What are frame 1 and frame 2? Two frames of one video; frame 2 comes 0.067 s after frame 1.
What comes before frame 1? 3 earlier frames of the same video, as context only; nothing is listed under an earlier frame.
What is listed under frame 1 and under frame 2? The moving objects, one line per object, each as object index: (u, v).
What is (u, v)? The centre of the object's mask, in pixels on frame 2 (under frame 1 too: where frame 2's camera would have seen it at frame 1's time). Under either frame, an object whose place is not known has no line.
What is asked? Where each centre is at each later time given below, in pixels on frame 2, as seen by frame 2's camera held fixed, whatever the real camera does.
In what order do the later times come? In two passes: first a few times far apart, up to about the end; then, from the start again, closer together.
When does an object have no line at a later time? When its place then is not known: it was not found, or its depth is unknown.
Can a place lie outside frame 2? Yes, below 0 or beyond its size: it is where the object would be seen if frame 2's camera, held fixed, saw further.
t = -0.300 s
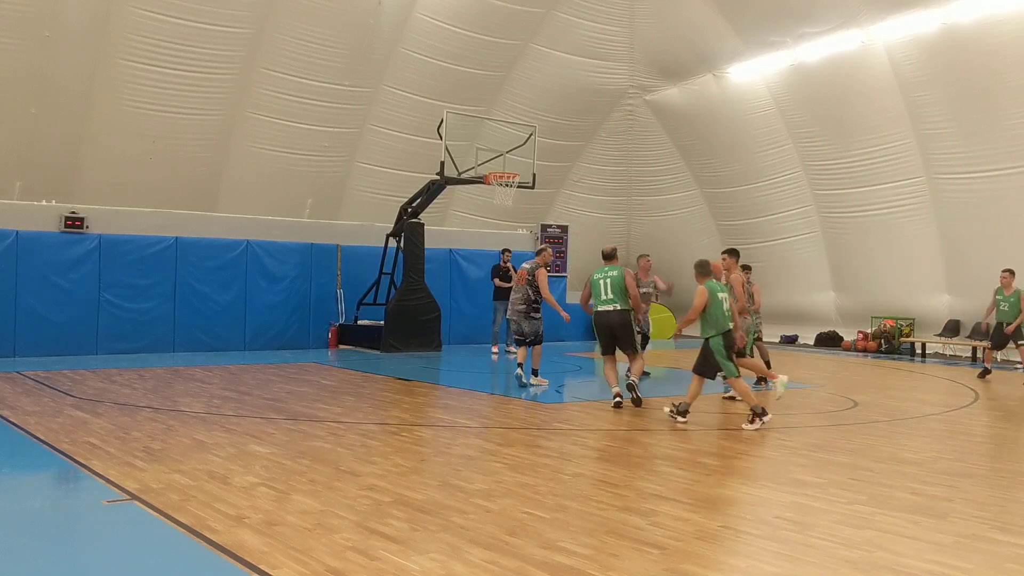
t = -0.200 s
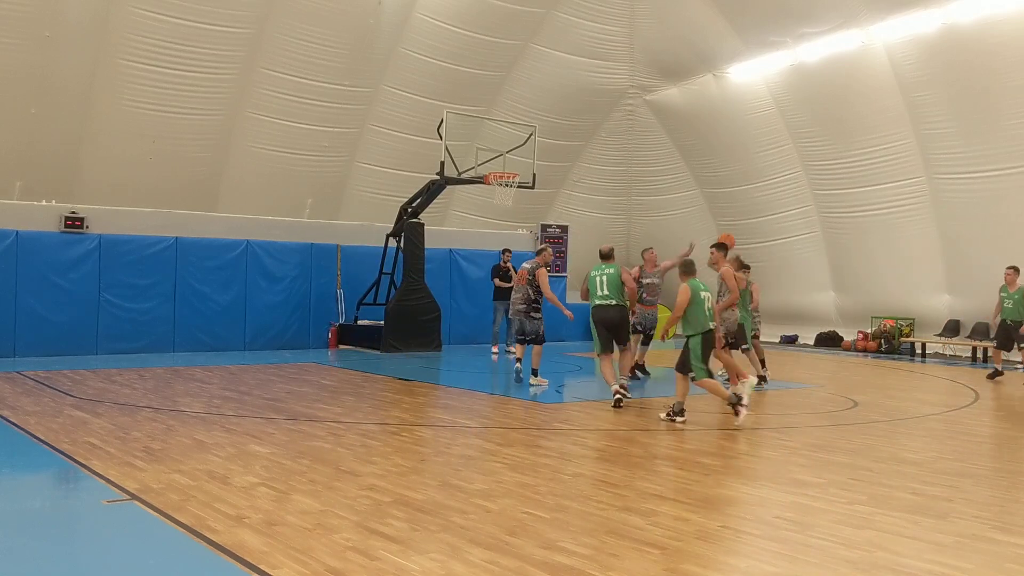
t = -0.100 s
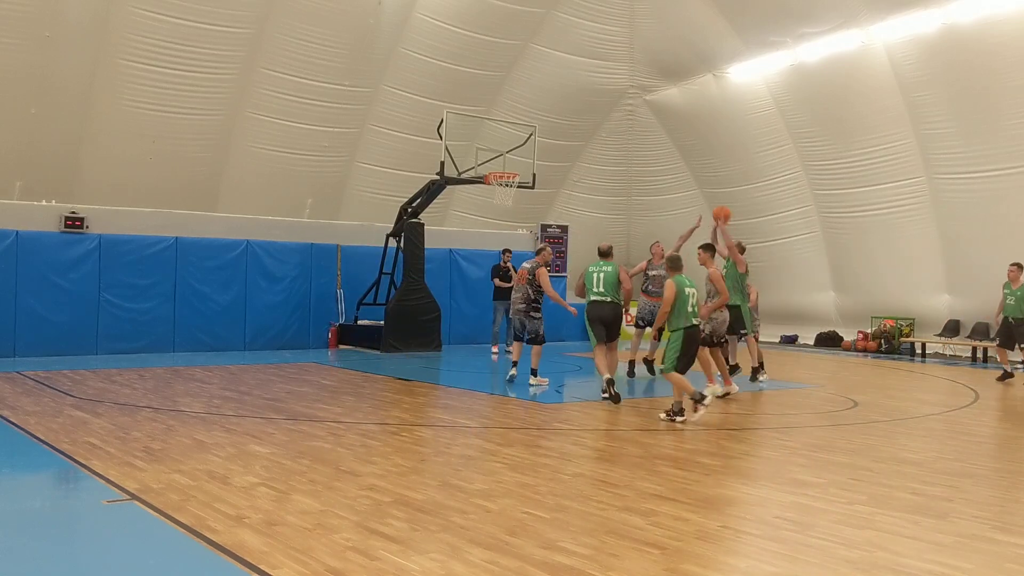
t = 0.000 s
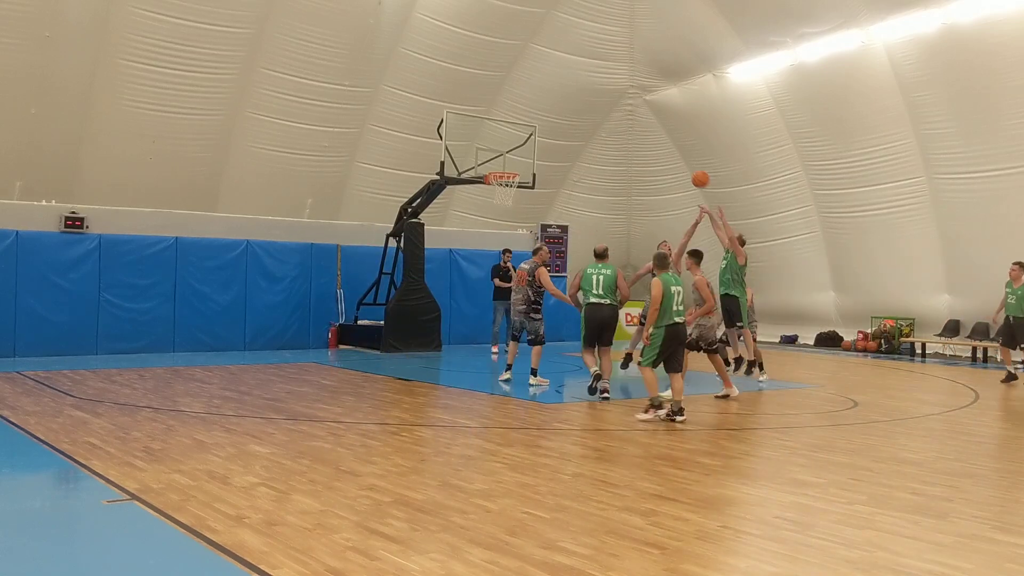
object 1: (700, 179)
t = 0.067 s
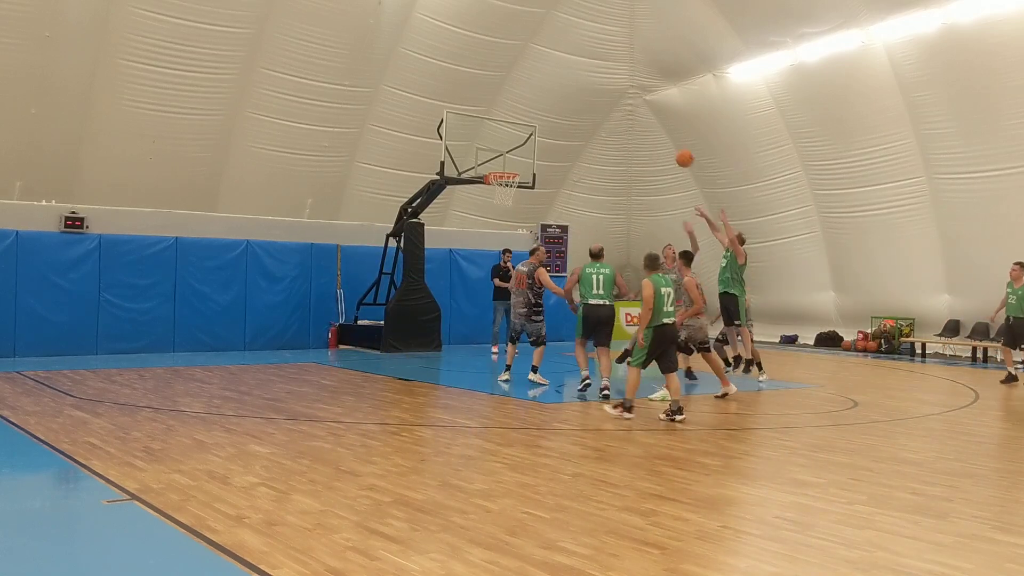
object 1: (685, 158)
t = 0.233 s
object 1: (646, 122)
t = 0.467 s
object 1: (595, 104)
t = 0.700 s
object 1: (546, 122)
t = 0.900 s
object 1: (506, 164)
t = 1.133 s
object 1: (486, 201)
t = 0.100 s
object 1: (677, 149)
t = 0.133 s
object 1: (669, 141)
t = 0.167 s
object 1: (661, 134)
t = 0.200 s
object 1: (654, 128)
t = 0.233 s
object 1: (646, 122)
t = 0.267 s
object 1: (639, 117)
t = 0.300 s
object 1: (631, 113)
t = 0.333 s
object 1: (623, 110)
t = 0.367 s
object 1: (616, 107)
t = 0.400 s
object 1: (609, 106)
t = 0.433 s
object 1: (602, 105)
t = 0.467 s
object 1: (595, 104)
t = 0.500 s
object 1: (588, 105)
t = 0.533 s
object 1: (581, 106)
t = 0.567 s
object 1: (574, 108)
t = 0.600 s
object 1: (567, 110)
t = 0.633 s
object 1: (560, 114)
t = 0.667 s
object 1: (553, 118)
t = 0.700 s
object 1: (546, 122)
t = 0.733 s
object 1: (539, 128)
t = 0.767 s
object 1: (533, 134)
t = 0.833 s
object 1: (519, 148)
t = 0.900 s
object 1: (506, 164)
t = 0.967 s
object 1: (493, 182)
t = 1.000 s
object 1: (490, 188)
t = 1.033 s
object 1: (489, 190)
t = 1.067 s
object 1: (488, 193)
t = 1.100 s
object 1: (487, 197)
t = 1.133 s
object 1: (486, 201)
